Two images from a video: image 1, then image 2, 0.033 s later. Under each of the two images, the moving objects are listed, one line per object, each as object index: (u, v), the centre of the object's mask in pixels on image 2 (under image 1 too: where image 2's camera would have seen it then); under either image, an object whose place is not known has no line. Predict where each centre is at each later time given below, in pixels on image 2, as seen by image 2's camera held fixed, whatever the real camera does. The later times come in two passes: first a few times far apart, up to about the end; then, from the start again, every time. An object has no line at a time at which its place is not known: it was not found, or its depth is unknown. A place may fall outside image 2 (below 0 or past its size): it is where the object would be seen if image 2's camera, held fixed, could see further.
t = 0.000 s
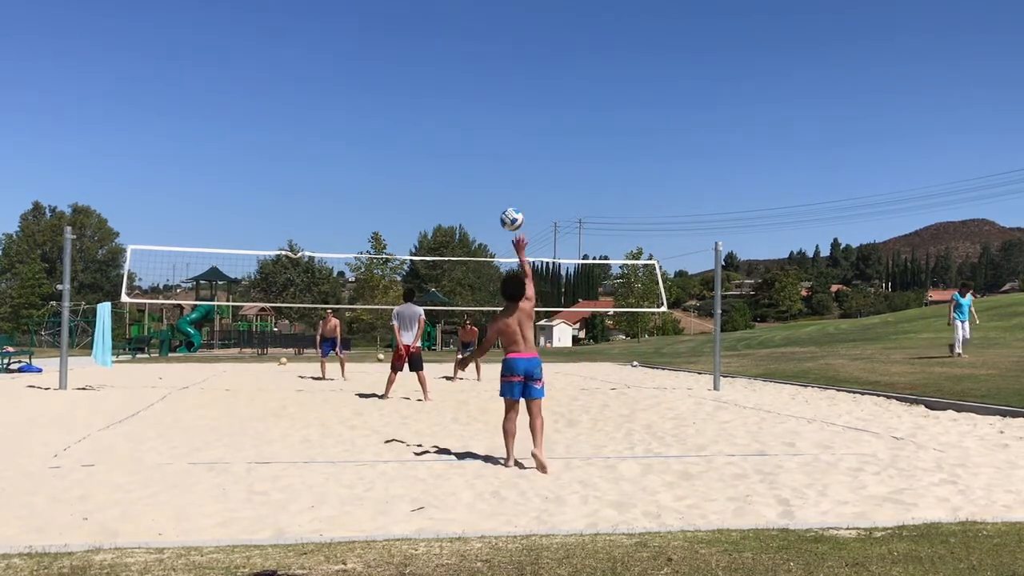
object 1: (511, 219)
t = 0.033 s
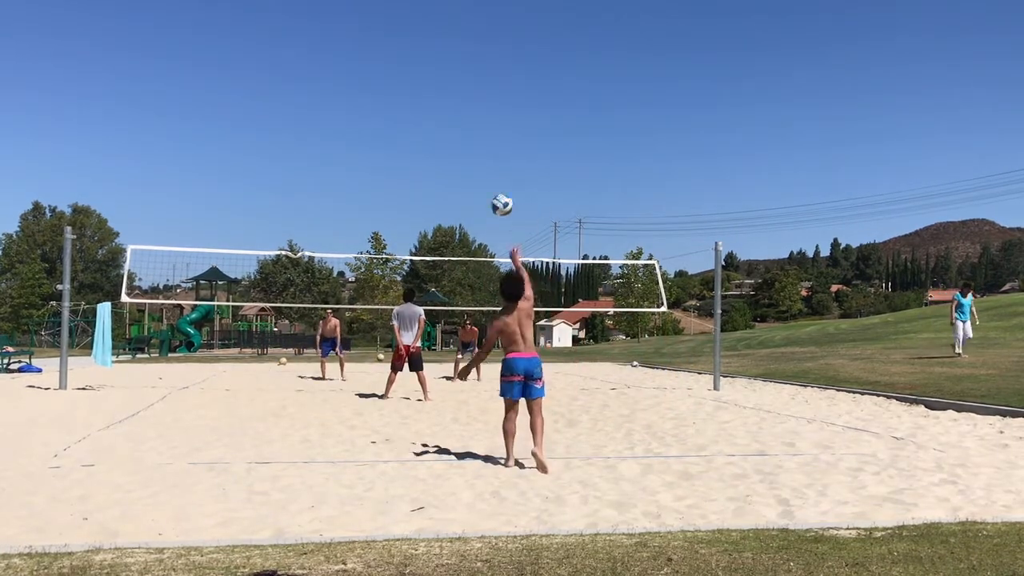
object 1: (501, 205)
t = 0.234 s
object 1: (457, 156)
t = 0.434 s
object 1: (426, 151)
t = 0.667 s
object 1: (397, 178)
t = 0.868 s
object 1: (374, 220)
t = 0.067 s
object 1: (493, 192)
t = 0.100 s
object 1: (484, 181)
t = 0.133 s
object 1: (476, 172)
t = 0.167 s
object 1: (470, 164)
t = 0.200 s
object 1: (463, 160)
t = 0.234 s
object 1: (457, 156)
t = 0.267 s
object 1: (451, 153)
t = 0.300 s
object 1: (445, 151)
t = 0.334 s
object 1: (440, 149)
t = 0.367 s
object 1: (436, 149)
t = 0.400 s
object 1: (431, 149)
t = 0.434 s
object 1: (426, 151)
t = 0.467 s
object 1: (422, 153)
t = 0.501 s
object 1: (417, 156)
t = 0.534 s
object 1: (414, 158)
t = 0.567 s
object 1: (409, 162)
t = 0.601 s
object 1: (405, 167)
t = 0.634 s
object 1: (401, 172)
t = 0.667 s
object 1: (397, 178)
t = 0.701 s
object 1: (393, 184)
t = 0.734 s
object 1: (389, 191)
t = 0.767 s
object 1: (386, 197)
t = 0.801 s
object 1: (381, 204)
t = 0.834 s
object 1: (378, 212)
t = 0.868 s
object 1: (374, 220)
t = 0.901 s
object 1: (371, 228)
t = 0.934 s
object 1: (368, 237)
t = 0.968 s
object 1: (365, 248)
